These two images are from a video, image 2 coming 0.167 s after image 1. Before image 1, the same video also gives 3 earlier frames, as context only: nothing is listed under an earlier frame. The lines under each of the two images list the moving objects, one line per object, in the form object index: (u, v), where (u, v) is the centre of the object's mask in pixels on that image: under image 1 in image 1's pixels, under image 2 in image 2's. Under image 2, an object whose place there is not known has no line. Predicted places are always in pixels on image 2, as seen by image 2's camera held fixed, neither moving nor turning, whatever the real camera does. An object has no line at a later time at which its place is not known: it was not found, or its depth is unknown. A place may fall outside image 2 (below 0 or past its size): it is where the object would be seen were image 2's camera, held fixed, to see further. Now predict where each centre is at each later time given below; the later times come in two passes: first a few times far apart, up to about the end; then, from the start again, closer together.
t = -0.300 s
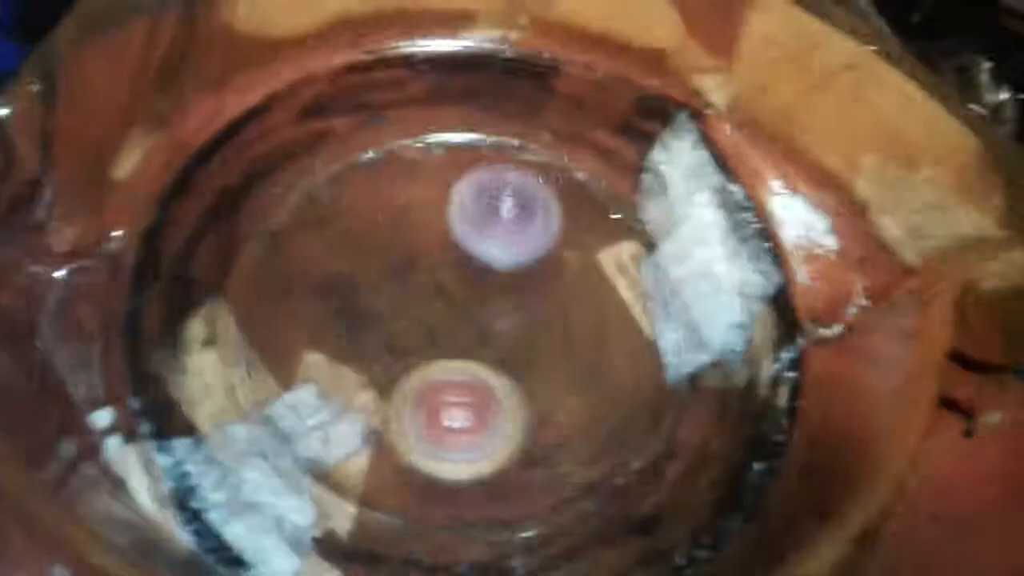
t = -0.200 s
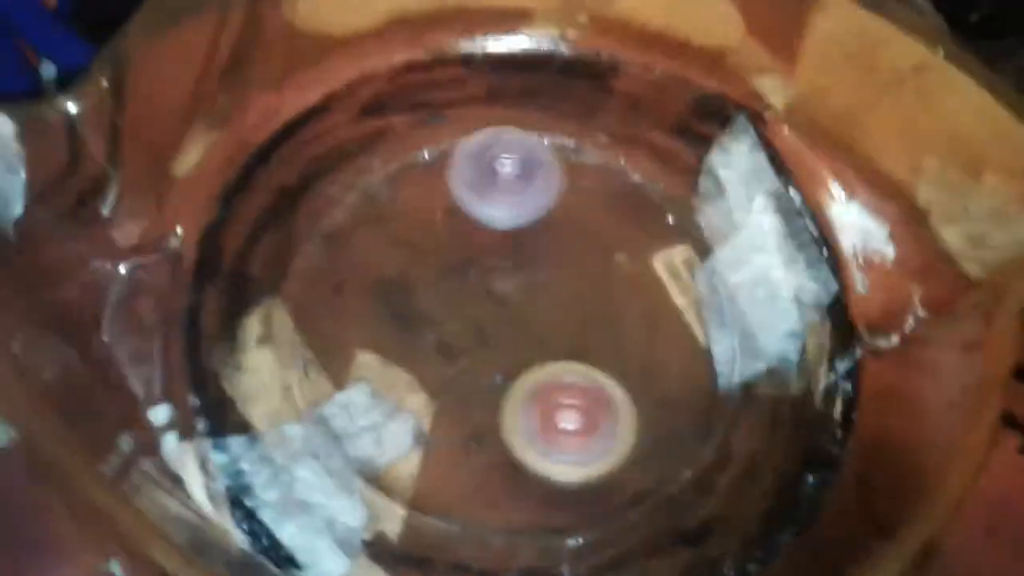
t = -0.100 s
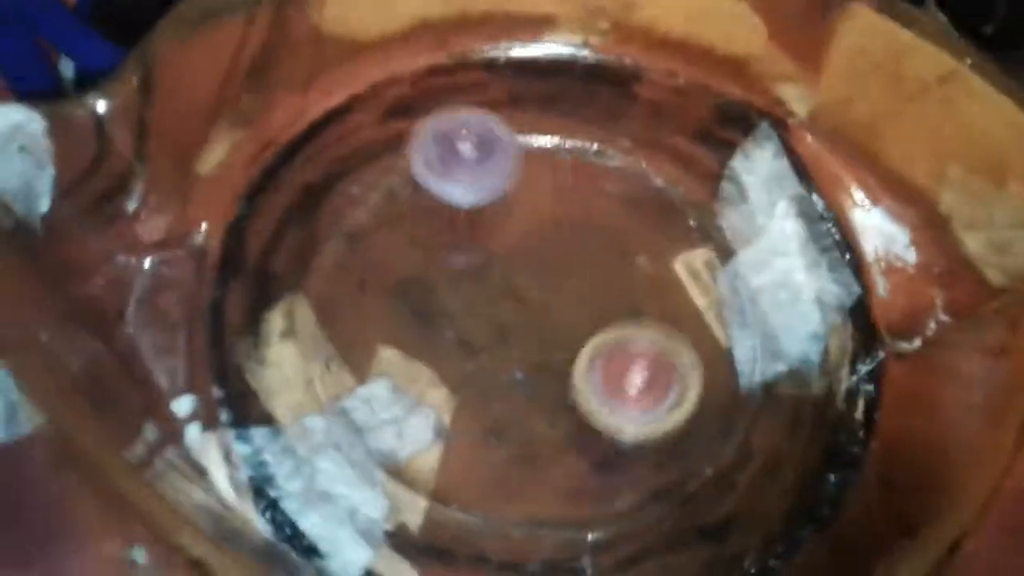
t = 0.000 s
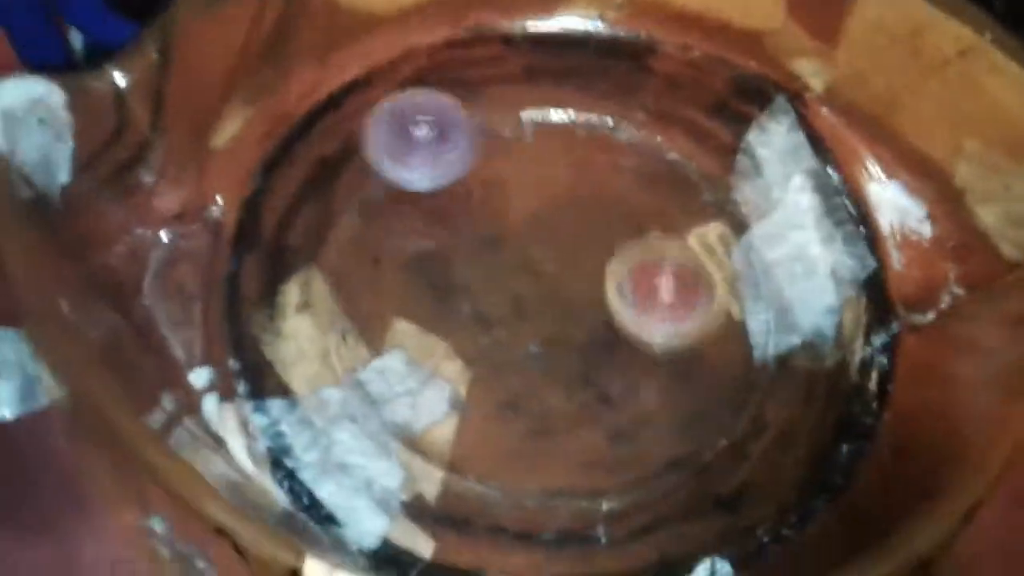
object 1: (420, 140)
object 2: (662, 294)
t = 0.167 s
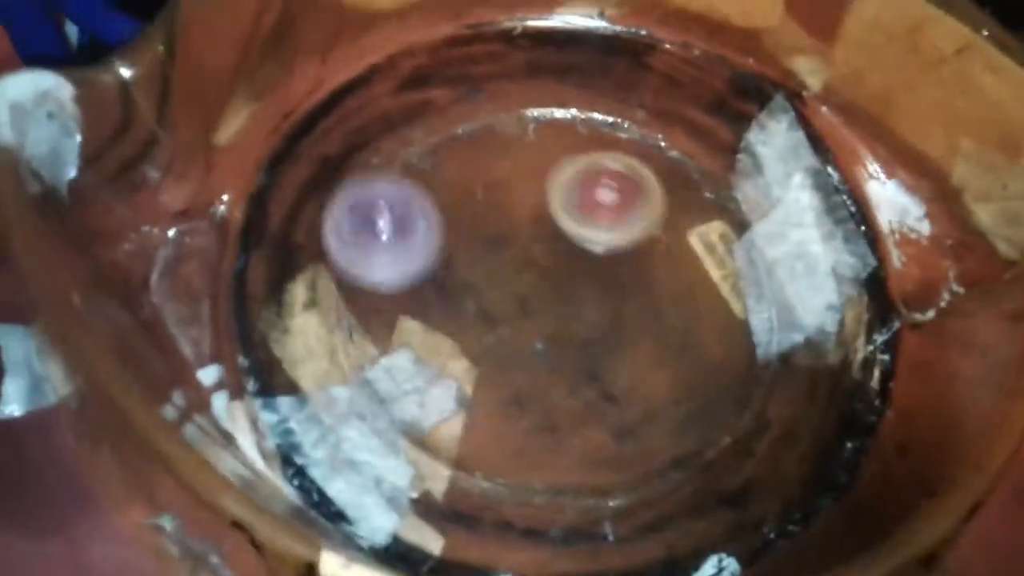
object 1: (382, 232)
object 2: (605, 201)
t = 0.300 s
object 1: (435, 327)
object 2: (505, 184)
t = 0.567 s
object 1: (675, 349)
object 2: (377, 355)
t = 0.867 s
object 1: (723, 181)
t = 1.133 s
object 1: (546, 202)
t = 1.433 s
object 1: (515, 410)
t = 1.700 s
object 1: (668, 419)
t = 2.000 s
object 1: (635, 287)
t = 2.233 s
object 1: (512, 256)
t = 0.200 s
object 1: (386, 257)
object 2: (583, 191)
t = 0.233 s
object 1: (397, 283)
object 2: (558, 186)
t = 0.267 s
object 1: (413, 307)
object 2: (532, 183)
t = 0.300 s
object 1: (435, 327)
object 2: (505, 184)
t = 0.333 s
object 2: (476, 189)
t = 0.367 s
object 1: (493, 358)
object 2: (449, 201)
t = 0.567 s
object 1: (675, 349)
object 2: (377, 355)
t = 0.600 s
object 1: (699, 337)
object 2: (396, 383)
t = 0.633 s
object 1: (723, 317)
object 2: (424, 409)
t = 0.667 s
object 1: (736, 298)
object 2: (458, 427)
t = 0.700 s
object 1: (750, 275)
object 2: (494, 442)
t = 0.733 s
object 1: (753, 250)
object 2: (532, 450)
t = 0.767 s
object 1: (753, 230)
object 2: (572, 453)
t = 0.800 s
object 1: (747, 211)
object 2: (612, 446)
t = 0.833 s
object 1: (735, 193)
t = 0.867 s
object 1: (723, 181)
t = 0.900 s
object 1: (708, 172)
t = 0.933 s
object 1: (687, 161)
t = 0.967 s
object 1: (660, 156)
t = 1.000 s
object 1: (634, 156)
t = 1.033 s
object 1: (610, 160)
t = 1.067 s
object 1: (586, 171)
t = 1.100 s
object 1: (566, 185)
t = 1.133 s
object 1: (546, 202)
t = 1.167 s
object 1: (529, 221)
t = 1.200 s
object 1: (514, 243)
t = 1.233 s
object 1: (502, 268)
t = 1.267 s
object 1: (493, 292)
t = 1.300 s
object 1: (488, 318)
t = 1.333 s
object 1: (489, 343)
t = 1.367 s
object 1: (494, 367)
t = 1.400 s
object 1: (504, 390)
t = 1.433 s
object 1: (515, 410)
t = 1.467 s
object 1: (531, 429)
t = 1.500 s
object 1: (551, 447)
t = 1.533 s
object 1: (572, 460)
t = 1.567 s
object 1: (598, 466)
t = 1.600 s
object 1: (617, 455)
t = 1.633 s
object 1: (636, 443)
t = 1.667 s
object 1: (654, 431)
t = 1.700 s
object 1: (668, 419)
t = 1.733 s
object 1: (677, 407)
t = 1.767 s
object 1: (684, 394)
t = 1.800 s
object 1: (686, 379)
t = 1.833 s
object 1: (684, 363)
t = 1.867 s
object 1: (679, 347)
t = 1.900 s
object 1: (671, 331)
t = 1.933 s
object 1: (662, 315)
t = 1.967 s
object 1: (649, 299)
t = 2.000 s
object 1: (635, 287)
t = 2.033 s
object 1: (620, 278)
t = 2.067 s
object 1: (603, 270)
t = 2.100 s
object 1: (585, 263)
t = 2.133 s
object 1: (567, 260)
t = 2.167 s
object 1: (548, 258)
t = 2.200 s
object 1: (529, 257)
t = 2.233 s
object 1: (512, 256)
